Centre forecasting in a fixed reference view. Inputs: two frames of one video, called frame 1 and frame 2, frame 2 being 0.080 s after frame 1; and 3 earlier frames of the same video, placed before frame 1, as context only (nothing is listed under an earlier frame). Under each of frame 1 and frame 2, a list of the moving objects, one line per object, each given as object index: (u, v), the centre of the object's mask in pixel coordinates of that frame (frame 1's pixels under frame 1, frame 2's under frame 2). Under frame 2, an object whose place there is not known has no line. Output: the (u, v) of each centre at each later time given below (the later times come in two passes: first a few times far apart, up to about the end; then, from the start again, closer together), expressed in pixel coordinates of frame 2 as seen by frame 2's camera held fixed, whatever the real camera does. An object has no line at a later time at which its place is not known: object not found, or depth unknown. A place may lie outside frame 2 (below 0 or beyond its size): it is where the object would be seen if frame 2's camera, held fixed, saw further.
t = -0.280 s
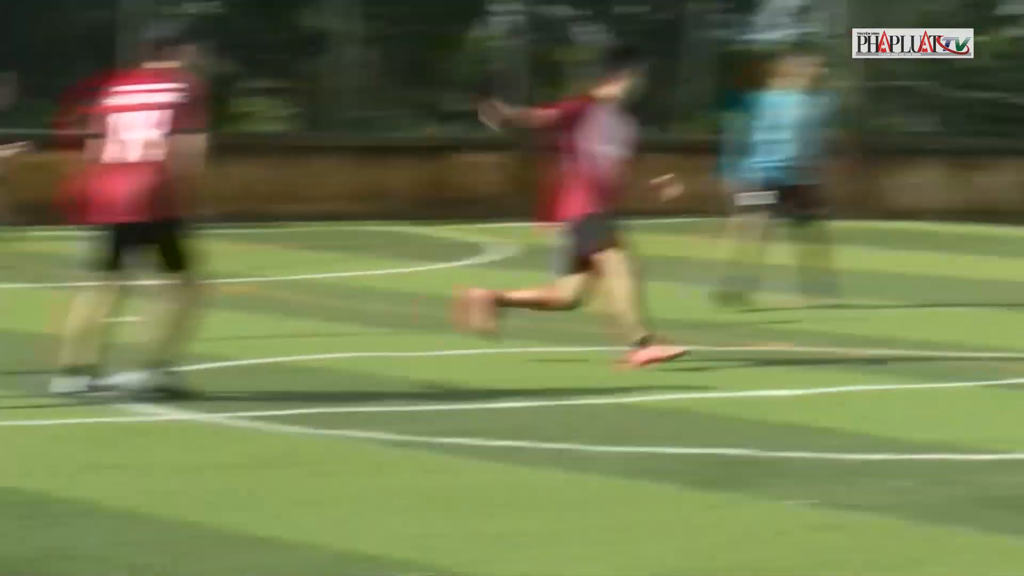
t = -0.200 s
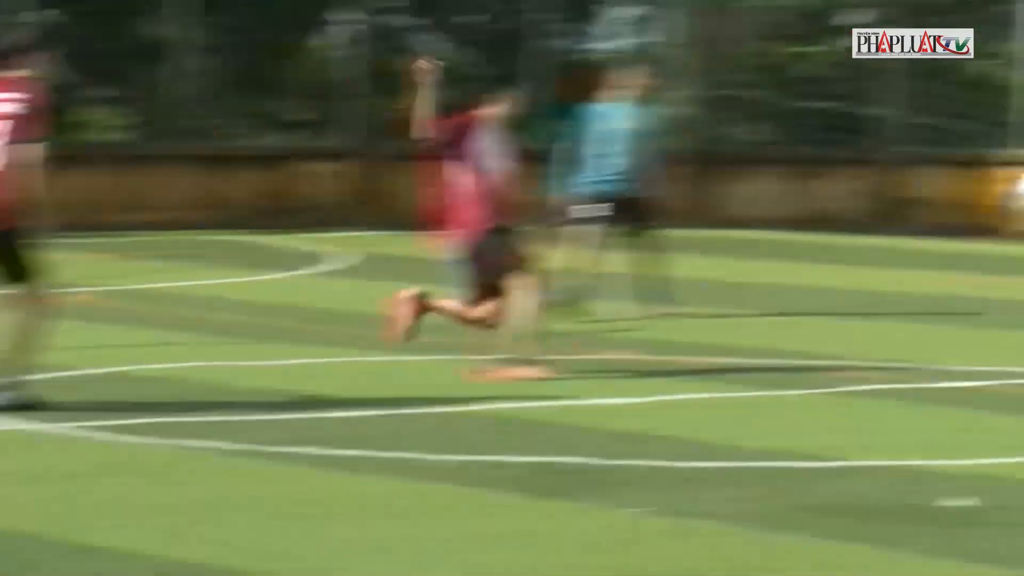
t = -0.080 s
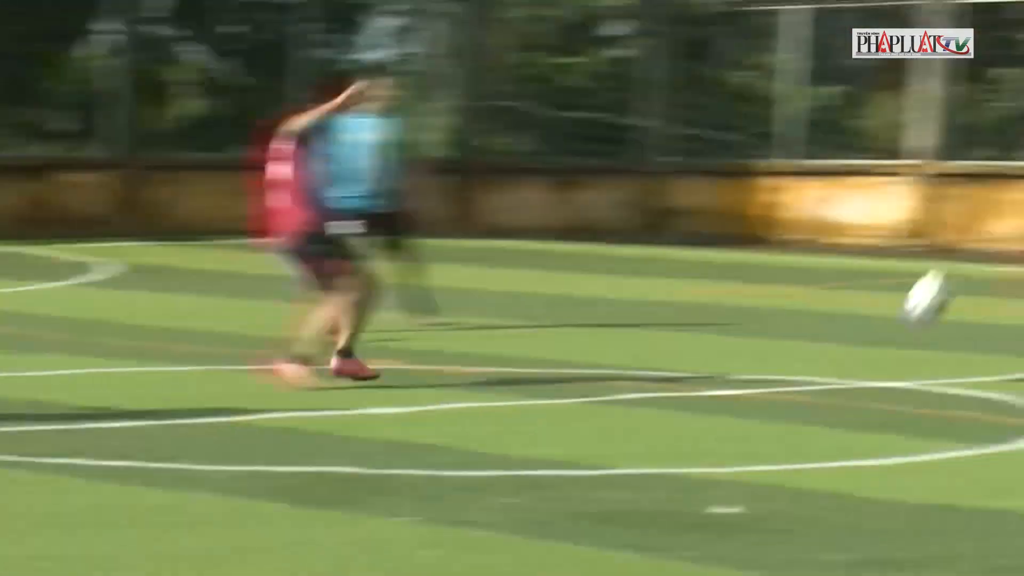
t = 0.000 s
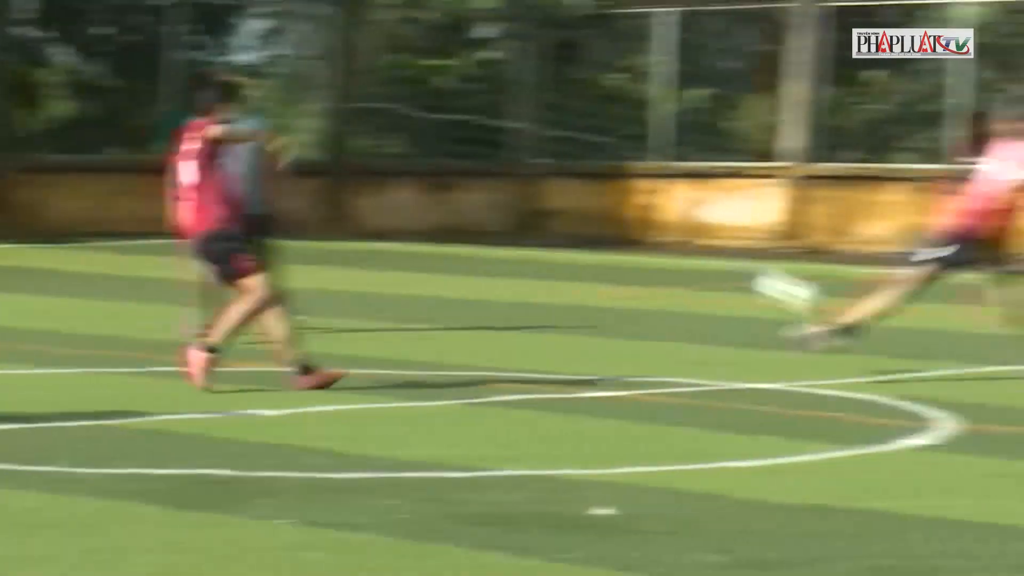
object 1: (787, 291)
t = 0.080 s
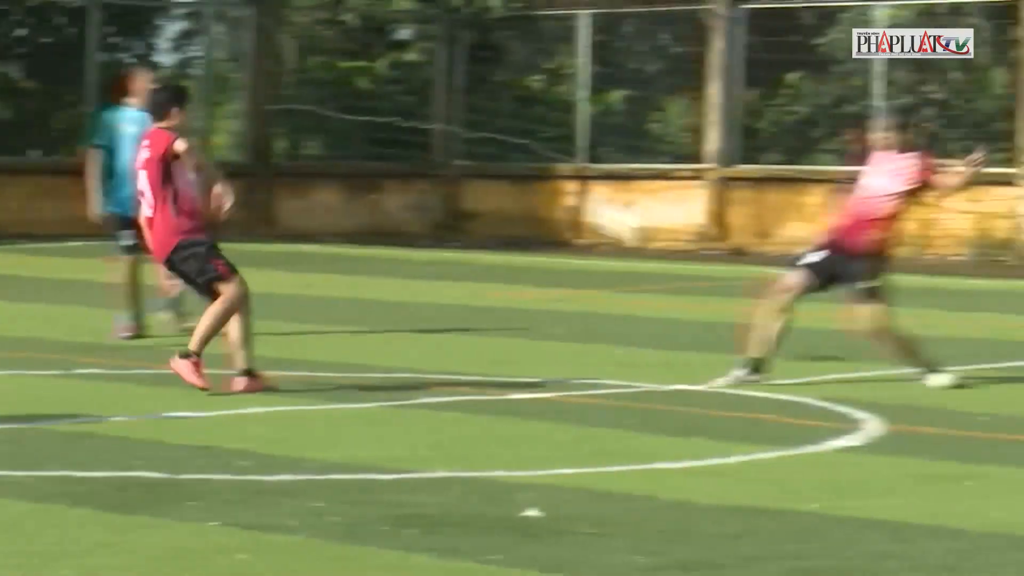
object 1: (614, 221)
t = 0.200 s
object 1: (512, 147)
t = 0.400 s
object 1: (367, 88)
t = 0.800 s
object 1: (180, 154)
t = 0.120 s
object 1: (580, 192)
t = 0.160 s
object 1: (544, 167)
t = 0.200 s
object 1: (512, 147)
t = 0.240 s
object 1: (479, 129)
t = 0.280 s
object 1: (449, 115)
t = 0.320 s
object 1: (419, 103)
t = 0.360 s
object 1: (393, 94)
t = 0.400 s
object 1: (367, 88)
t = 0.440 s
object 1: (343, 85)
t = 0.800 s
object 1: (180, 154)
